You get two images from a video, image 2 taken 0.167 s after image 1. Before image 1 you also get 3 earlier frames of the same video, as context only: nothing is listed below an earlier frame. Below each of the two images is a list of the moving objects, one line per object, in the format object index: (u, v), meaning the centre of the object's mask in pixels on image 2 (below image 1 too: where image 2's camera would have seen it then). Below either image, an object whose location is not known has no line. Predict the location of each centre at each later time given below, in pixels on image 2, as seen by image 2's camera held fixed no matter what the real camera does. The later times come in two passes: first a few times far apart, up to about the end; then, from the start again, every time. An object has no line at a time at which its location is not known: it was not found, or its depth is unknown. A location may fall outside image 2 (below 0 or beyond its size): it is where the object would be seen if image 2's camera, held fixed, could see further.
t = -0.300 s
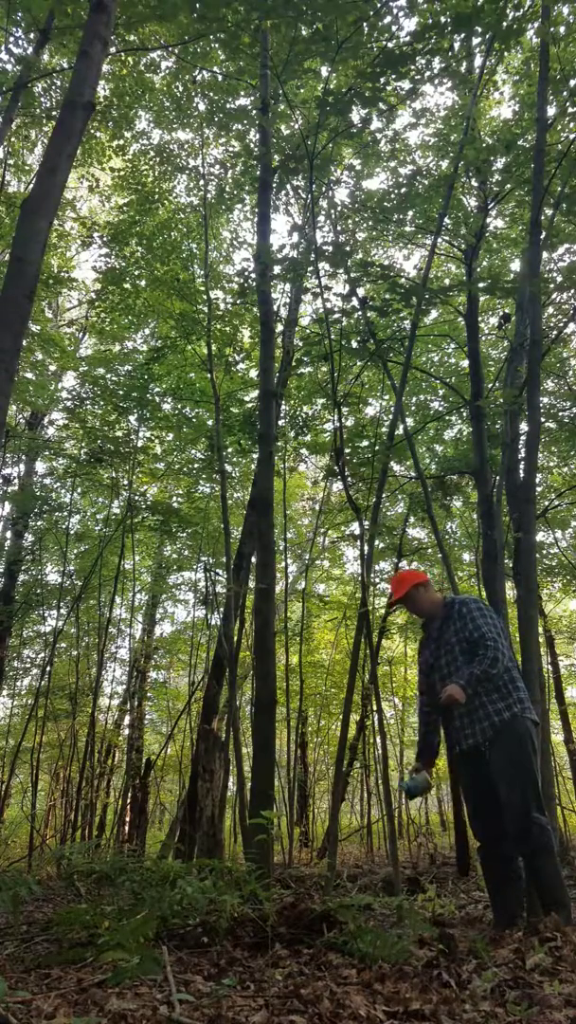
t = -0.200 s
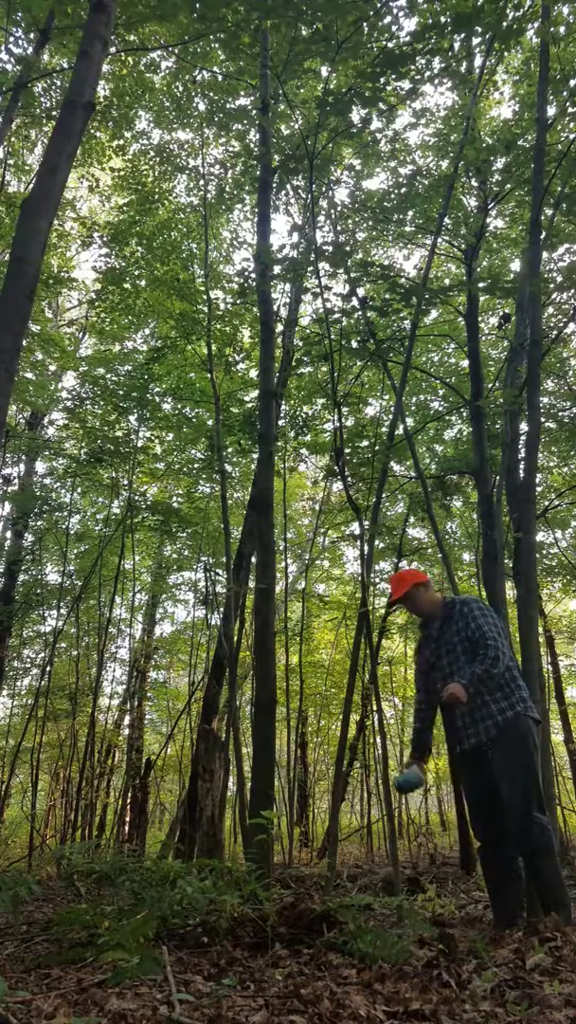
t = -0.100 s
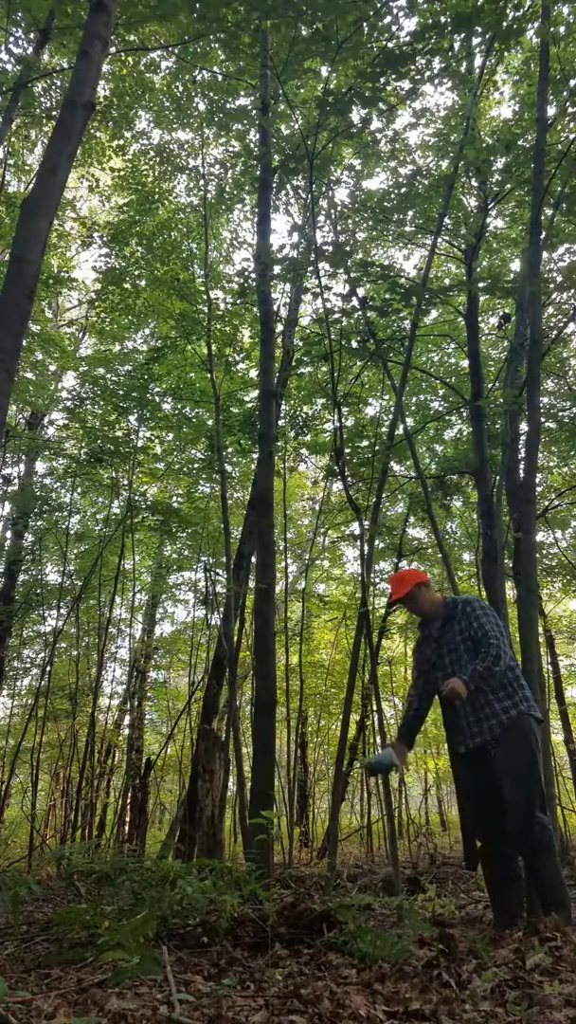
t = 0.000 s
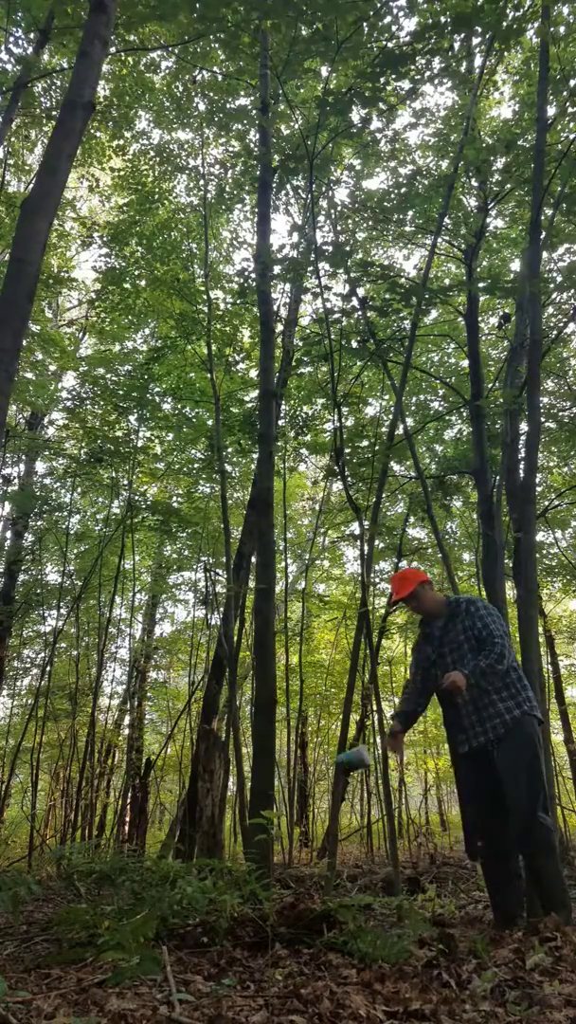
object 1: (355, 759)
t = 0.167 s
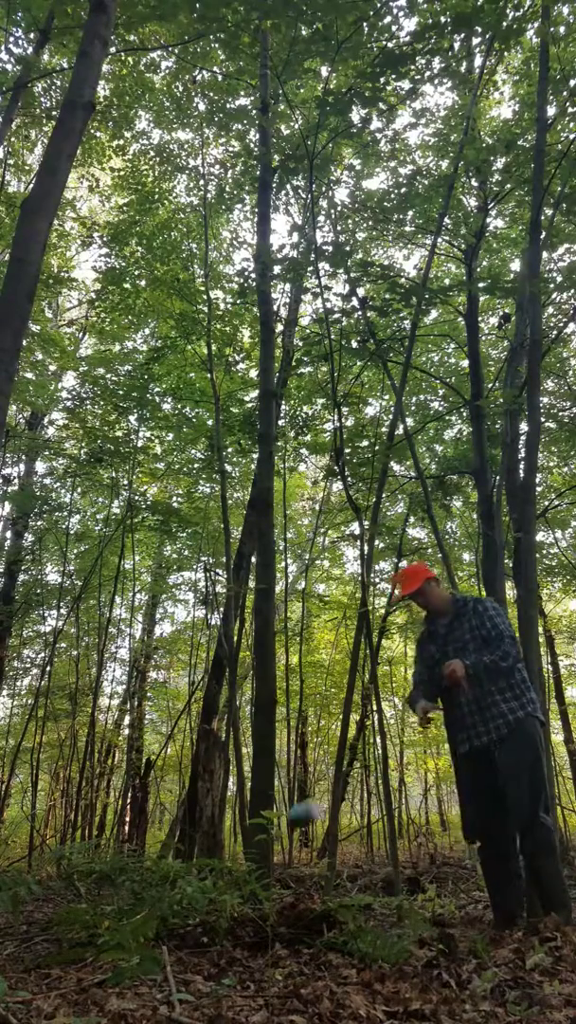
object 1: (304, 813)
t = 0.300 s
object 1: (265, 922)
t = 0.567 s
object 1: (223, 945)
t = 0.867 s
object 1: (217, 954)
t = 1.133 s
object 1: (216, 960)
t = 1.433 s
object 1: (215, 962)
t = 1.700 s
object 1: (216, 962)
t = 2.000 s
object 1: (215, 962)
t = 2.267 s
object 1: (216, 962)
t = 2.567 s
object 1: (216, 962)
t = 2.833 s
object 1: (216, 962)
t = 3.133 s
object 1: (216, 962)
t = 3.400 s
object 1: (216, 961)
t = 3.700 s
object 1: (216, 962)
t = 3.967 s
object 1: (216, 962)
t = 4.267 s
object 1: (217, 961)
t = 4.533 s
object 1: (217, 961)
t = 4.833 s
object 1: (217, 961)
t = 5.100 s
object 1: (217, 961)
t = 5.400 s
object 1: (217, 961)
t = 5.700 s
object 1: (217, 961)
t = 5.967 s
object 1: (217, 962)
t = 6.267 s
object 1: (217, 961)
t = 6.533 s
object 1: (216, 961)
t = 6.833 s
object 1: (216, 961)
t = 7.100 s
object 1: (217, 962)
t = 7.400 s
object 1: (217, 961)
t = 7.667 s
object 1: (217, 961)
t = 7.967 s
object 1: (218, 961)
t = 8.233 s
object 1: (217, 961)
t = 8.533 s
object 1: (216, 961)
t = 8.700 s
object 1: (218, 961)
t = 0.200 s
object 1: (297, 835)
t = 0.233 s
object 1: (286, 860)
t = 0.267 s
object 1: (276, 890)
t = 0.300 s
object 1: (265, 922)
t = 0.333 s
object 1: (254, 946)
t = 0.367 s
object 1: (248, 942)
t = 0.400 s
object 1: (240, 937)
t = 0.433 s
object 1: (236, 935)
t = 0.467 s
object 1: (232, 934)
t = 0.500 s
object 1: (231, 934)
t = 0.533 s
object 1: (227, 938)
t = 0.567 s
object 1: (223, 945)
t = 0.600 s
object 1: (220, 952)
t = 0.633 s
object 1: (220, 951)
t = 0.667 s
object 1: (220, 949)
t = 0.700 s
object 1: (220, 951)
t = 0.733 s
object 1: (220, 955)
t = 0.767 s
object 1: (219, 955)
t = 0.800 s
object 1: (219, 955)
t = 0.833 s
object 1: (218, 954)
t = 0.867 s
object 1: (217, 954)
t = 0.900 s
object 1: (216, 954)
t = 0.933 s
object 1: (216, 954)
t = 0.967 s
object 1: (215, 954)
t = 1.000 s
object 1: (215, 954)
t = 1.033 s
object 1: (214, 955)
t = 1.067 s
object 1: (215, 957)
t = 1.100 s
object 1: (214, 959)
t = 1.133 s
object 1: (216, 960)
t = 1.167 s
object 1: (208, 967)
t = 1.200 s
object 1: (216, 962)
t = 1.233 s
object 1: (215, 962)
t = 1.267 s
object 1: (216, 962)
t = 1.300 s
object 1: (215, 962)
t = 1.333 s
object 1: (215, 962)
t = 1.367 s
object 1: (215, 962)
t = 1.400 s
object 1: (215, 962)
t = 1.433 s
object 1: (215, 962)
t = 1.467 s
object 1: (215, 962)
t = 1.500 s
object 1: (216, 962)
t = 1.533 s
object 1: (216, 962)
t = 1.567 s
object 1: (216, 962)
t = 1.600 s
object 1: (216, 962)
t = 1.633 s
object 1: (215, 962)
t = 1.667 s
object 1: (216, 962)
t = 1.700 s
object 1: (216, 962)
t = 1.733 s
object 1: (216, 962)
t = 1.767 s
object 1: (215, 962)
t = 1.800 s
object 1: (215, 962)
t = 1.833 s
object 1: (215, 962)
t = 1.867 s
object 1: (215, 962)
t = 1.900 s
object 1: (215, 962)
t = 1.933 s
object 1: (216, 962)
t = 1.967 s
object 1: (215, 962)
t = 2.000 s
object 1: (215, 962)
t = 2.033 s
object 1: (215, 962)
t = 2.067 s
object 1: (216, 962)
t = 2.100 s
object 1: (216, 962)
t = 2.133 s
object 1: (216, 962)
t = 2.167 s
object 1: (216, 962)
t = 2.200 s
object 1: (216, 962)
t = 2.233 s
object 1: (216, 962)
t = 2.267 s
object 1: (216, 962)
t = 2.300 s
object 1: (216, 962)
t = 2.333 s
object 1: (216, 962)
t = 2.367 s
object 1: (216, 962)
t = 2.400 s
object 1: (216, 962)
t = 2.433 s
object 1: (216, 962)
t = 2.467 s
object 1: (216, 962)
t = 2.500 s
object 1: (216, 962)
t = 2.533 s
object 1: (216, 962)
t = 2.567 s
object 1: (216, 962)
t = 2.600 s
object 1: (216, 962)
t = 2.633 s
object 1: (216, 962)
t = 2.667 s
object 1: (215, 962)
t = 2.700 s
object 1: (215, 962)
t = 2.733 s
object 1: (215, 962)
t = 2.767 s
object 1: (215, 962)
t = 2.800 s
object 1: (216, 962)
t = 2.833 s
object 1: (216, 962)
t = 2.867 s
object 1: (215, 962)
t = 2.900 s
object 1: (215, 962)
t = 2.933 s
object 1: (215, 962)
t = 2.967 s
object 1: (215, 962)
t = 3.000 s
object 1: (216, 962)
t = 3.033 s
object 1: (216, 962)
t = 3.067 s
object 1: (216, 962)
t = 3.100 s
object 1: (216, 962)
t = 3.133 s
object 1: (216, 962)
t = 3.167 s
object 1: (216, 961)
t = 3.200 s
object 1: (216, 961)
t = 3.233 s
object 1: (216, 961)
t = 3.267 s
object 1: (216, 961)
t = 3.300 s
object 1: (216, 961)
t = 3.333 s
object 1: (216, 961)
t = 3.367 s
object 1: (216, 961)
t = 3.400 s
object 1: (216, 961)
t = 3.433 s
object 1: (216, 961)
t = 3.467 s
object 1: (216, 961)
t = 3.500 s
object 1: (216, 961)
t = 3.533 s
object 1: (216, 961)
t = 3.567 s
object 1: (216, 961)
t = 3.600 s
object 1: (217, 961)
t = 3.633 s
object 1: (217, 961)
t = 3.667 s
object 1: (216, 961)
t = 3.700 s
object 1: (216, 962)
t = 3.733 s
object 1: (216, 962)
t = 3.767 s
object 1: (216, 962)
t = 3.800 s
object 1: (216, 962)
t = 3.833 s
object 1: (216, 962)
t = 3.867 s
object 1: (216, 962)
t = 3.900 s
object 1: (216, 962)
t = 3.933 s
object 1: (216, 962)
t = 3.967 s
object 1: (216, 962)
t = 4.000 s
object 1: (216, 962)
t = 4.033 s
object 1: (217, 962)
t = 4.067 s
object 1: (217, 962)
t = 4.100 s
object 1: (217, 962)
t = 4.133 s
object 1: (217, 962)
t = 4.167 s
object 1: (217, 962)
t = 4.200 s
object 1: (217, 961)
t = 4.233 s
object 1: (217, 961)
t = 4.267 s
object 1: (217, 961)
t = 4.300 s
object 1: (217, 961)
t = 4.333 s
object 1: (217, 961)
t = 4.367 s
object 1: (217, 961)
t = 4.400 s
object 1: (217, 961)
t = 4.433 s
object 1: (217, 961)
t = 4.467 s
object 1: (217, 961)
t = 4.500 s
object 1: (217, 961)
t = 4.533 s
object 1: (217, 961)
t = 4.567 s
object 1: (217, 961)
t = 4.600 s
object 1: (217, 961)
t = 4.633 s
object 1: (217, 961)
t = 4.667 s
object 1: (217, 961)
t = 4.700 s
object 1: (217, 961)
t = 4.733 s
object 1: (217, 961)
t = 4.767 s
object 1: (217, 961)
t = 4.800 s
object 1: (217, 961)
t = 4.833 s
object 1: (217, 961)
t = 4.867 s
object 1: (217, 961)
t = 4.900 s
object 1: (217, 961)
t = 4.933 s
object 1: (217, 961)
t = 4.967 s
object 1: (217, 961)
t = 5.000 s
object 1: (218, 961)
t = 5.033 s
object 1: (218, 961)
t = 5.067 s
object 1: (218, 961)
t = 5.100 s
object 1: (217, 961)
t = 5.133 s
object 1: (218, 961)
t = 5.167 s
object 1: (218, 961)
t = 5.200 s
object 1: (218, 961)
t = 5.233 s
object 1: (218, 961)
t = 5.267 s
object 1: (217, 961)
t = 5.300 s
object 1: (217, 961)
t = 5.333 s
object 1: (217, 961)
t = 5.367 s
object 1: (217, 961)
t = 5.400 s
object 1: (217, 961)
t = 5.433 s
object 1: (217, 961)
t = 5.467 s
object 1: (217, 961)
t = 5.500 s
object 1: (217, 961)
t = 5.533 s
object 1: (217, 961)
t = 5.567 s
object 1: (217, 961)
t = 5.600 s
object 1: (217, 961)
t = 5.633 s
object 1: (217, 961)
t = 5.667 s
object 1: (217, 961)
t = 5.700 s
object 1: (217, 961)
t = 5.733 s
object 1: (217, 961)
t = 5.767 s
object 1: (217, 961)
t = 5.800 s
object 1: (217, 961)
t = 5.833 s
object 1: (217, 962)
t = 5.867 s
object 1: (217, 962)
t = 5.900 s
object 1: (217, 962)
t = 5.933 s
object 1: (217, 962)
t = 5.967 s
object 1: (217, 962)
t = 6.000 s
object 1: (217, 962)
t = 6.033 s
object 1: (217, 962)
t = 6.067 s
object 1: (217, 961)
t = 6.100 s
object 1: (217, 962)
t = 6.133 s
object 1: (217, 962)
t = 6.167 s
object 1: (217, 962)
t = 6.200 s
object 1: (217, 962)
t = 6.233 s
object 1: (217, 962)
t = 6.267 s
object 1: (217, 961)
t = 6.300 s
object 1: (217, 962)
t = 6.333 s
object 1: (216, 961)
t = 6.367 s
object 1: (216, 961)
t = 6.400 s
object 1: (216, 961)
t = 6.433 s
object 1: (216, 961)
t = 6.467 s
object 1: (216, 961)
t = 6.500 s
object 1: (216, 961)
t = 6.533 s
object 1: (216, 961)
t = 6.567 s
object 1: (216, 961)
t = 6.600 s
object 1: (216, 961)
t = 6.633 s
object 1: (216, 961)
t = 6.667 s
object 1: (216, 961)
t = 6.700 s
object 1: (216, 961)
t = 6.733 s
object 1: (216, 961)
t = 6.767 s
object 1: (216, 961)
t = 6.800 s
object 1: (216, 961)
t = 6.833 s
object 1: (216, 961)
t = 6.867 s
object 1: (216, 961)
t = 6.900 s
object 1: (216, 961)
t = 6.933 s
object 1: (217, 962)
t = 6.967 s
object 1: (217, 962)
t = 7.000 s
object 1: (217, 961)
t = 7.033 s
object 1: (217, 962)
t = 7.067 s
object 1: (217, 962)
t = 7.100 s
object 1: (217, 962)
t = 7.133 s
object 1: (217, 961)
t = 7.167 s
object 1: (217, 962)
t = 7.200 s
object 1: (217, 962)
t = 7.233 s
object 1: (217, 962)
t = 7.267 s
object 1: (217, 962)
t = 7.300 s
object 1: (217, 962)
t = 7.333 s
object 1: (217, 962)
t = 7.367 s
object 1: (217, 962)
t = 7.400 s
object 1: (217, 961)
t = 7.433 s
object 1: (217, 961)
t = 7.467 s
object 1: (217, 961)
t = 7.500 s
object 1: (218, 961)
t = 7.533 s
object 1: (217, 961)
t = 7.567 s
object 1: (217, 961)
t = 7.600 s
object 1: (217, 961)
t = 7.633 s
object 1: (217, 961)
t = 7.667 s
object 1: (217, 961)
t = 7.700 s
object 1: (217, 961)
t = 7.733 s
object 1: (217, 961)
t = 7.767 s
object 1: (218, 961)
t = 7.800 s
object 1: (217, 961)
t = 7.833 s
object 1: (218, 961)
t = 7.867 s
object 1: (218, 961)
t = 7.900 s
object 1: (217, 961)
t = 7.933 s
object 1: (217, 961)
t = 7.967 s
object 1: (218, 961)
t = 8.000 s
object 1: (217, 961)
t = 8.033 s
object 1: (218, 961)
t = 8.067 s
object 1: (217, 961)
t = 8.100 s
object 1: (217, 961)
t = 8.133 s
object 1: (217, 961)
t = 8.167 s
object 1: (217, 961)
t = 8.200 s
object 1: (217, 961)
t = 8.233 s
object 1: (217, 961)
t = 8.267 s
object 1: (217, 961)
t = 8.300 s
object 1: (217, 961)
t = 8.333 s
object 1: (217, 961)
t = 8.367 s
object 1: (218, 961)
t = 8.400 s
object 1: (217, 961)
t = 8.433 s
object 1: (218, 961)
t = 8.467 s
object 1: (217, 960)
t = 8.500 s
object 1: (216, 961)
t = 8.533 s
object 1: (216, 961)
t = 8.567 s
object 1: (218, 961)
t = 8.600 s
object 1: (218, 961)
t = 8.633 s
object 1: (218, 961)
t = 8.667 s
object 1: (218, 961)
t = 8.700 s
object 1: (218, 961)
